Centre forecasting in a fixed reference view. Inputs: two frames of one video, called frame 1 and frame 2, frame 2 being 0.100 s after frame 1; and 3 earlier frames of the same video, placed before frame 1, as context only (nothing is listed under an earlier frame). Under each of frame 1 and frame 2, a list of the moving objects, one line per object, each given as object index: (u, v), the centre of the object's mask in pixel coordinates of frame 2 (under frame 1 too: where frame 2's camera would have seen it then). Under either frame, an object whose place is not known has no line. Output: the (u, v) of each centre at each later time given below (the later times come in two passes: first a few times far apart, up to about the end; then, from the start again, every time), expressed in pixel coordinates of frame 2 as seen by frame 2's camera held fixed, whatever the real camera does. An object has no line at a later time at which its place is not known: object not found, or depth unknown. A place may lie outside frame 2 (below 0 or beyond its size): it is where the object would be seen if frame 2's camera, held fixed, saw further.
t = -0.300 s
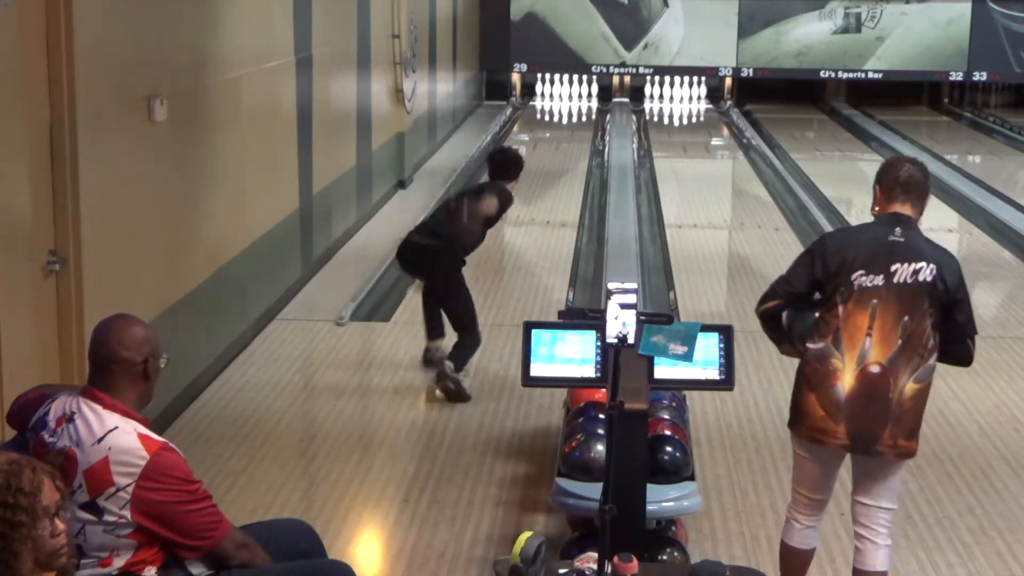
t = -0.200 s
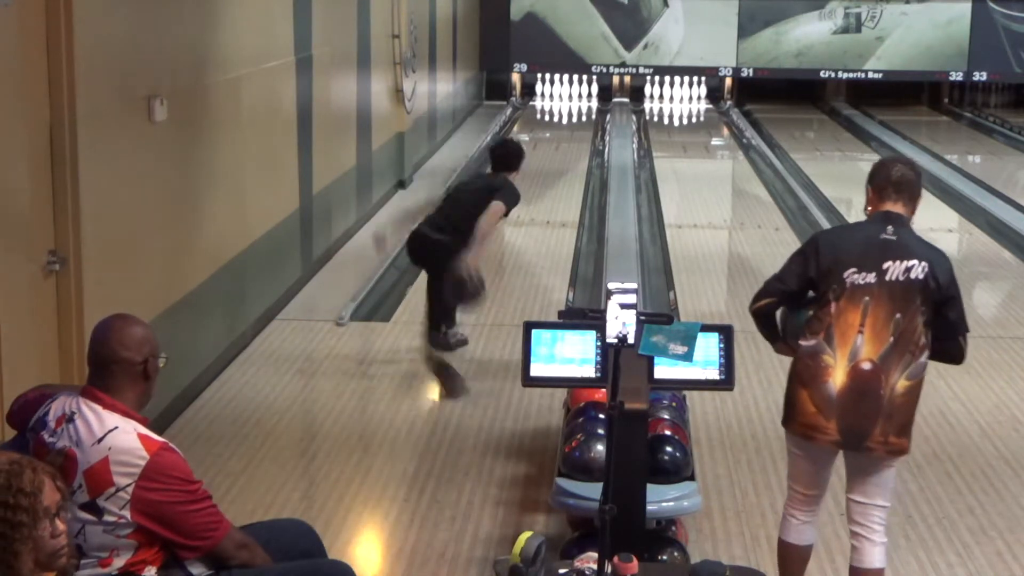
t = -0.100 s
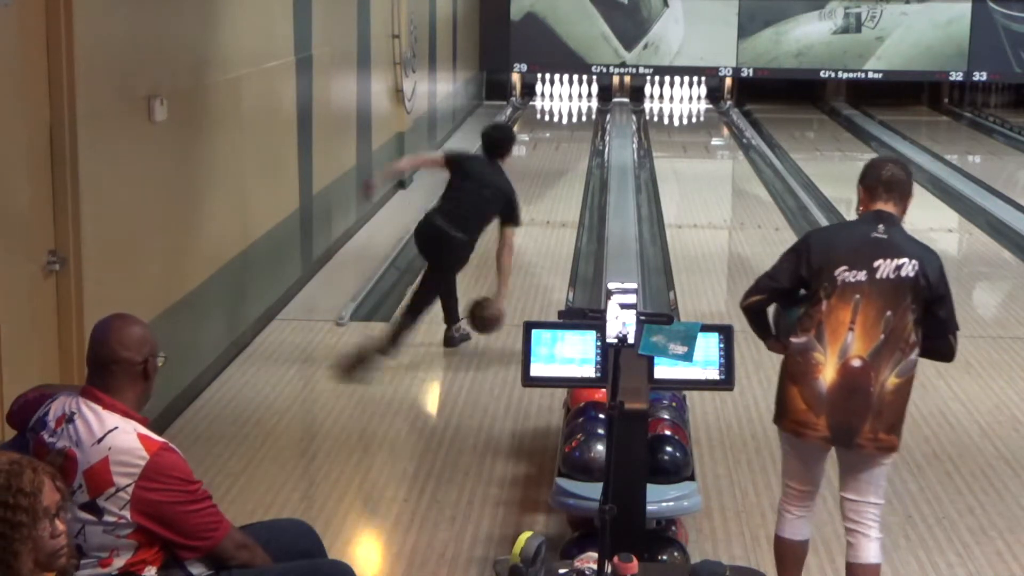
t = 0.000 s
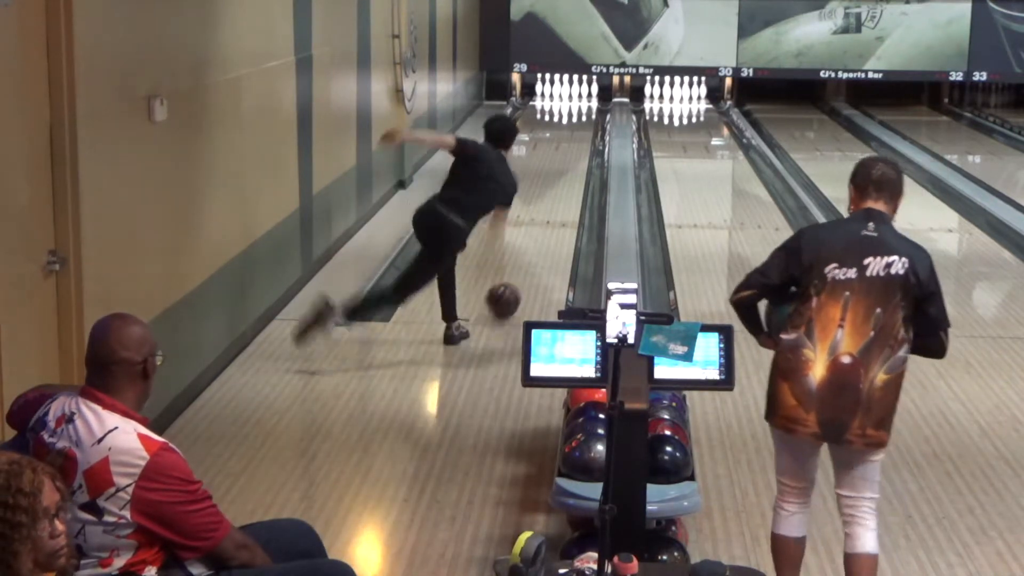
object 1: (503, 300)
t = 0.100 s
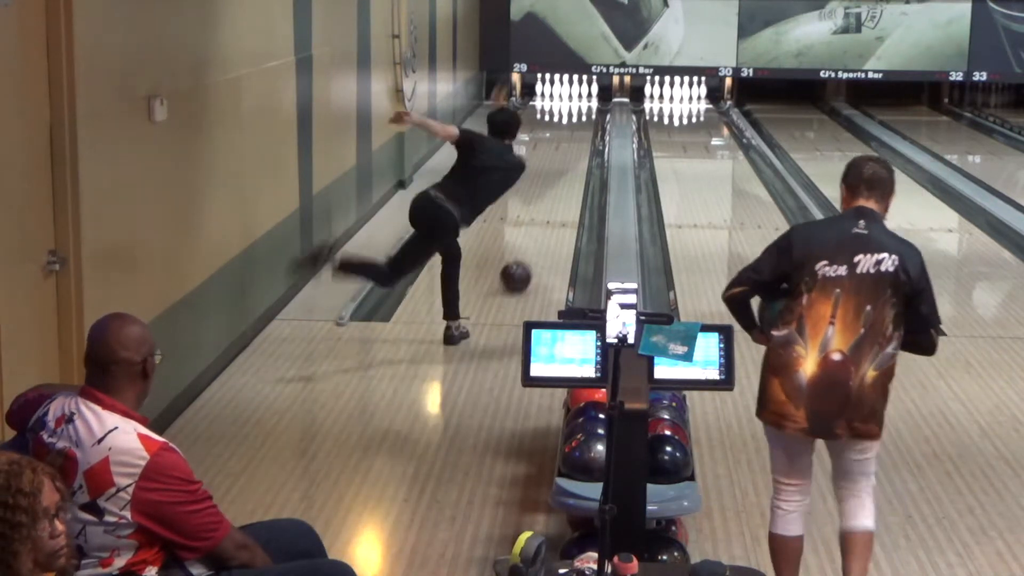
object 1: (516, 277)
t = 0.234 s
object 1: (529, 248)
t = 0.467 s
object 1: (547, 210)
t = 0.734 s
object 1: (562, 176)
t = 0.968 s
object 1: (570, 154)
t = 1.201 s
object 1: (575, 136)
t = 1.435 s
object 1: (578, 122)
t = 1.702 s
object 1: (578, 108)
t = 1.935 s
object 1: (573, 98)
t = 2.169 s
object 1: (570, 92)
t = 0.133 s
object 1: (519, 270)
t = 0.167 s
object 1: (523, 262)
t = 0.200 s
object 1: (526, 255)
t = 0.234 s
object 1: (529, 248)
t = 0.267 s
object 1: (532, 242)
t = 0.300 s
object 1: (535, 236)
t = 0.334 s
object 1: (538, 230)
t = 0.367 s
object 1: (540, 225)
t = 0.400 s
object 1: (543, 219)
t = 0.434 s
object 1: (545, 214)
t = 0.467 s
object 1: (547, 210)
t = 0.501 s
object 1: (557, 201)
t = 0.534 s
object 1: (552, 200)
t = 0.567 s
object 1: (554, 195)
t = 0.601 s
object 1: (556, 191)
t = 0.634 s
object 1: (557, 187)
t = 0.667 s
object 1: (559, 183)
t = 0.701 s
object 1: (560, 180)
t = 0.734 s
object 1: (562, 176)
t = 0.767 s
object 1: (563, 172)
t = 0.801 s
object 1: (565, 169)
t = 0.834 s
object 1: (566, 166)
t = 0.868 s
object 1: (567, 163)
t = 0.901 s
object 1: (568, 160)
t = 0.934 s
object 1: (569, 156)
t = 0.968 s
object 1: (570, 154)
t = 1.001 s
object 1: (571, 151)
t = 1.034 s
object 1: (572, 148)
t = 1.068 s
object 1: (573, 146)
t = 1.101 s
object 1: (573, 143)
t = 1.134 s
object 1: (574, 141)
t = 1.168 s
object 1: (575, 138)
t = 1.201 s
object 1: (575, 136)
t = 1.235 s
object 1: (576, 134)
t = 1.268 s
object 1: (576, 131)
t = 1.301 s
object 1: (577, 129)
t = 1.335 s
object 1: (577, 128)
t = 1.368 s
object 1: (577, 126)
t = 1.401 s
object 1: (578, 123)
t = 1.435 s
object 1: (578, 122)
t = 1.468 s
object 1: (578, 120)
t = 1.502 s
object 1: (578, 118)
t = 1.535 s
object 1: (579, 116)
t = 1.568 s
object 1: (579, 114)
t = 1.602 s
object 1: (578, 113)
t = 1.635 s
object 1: (578, 111)
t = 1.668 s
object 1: (577, 110)
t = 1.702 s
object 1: (578, 108)
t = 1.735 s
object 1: (577, 106)
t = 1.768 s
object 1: (577, 105)
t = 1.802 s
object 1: (576, 103)
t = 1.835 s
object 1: (575, 102)
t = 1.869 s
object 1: (574, 100)
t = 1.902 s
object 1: (574, 99)
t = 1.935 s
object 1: (573, 98)
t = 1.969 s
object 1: (573, 97)
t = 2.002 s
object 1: (572, 96)
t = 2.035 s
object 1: (570, 95)
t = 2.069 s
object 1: (570, 94)
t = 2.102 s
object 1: (571, 93)
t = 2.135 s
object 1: (570, 93)
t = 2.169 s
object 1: (570, 92)
